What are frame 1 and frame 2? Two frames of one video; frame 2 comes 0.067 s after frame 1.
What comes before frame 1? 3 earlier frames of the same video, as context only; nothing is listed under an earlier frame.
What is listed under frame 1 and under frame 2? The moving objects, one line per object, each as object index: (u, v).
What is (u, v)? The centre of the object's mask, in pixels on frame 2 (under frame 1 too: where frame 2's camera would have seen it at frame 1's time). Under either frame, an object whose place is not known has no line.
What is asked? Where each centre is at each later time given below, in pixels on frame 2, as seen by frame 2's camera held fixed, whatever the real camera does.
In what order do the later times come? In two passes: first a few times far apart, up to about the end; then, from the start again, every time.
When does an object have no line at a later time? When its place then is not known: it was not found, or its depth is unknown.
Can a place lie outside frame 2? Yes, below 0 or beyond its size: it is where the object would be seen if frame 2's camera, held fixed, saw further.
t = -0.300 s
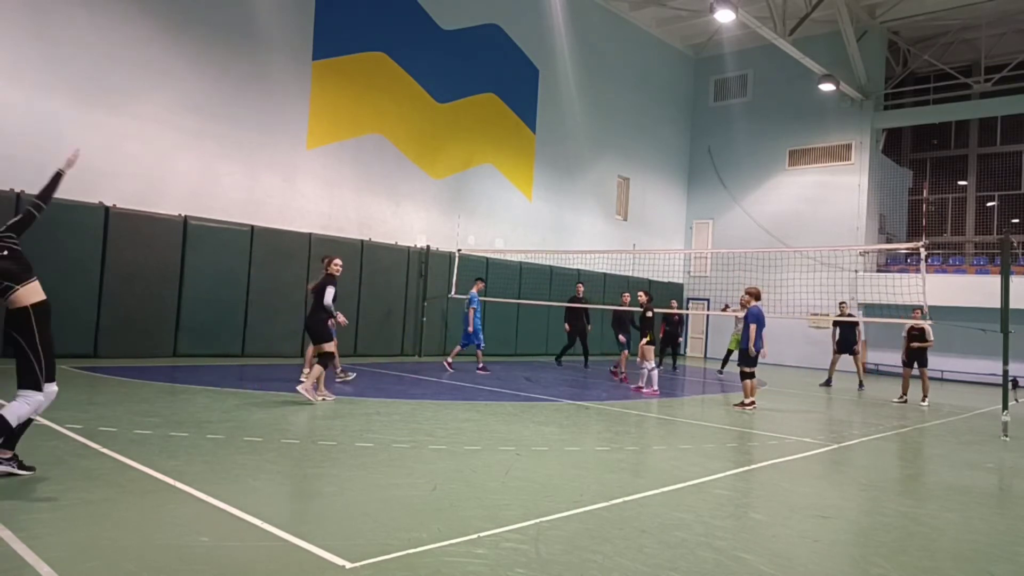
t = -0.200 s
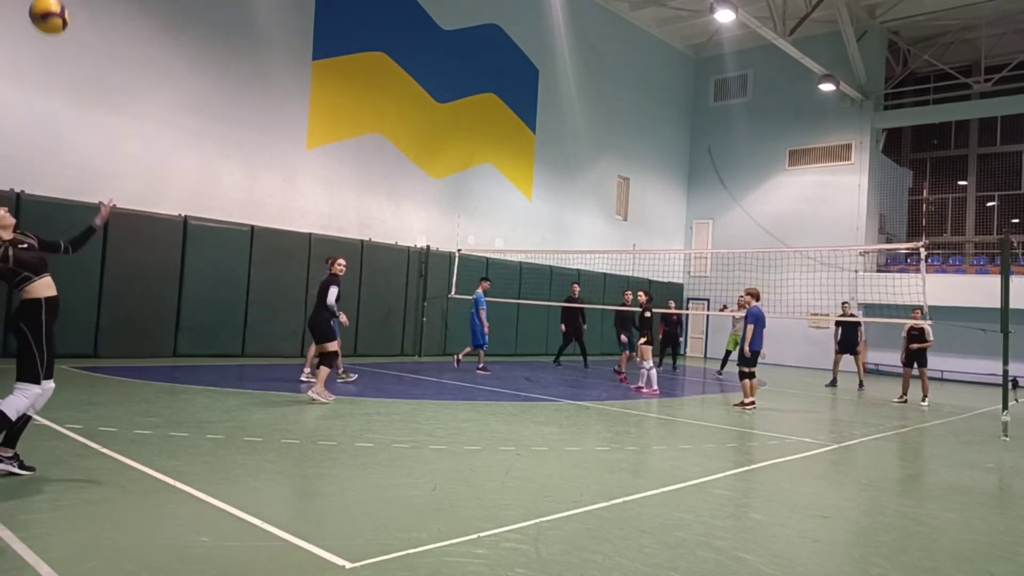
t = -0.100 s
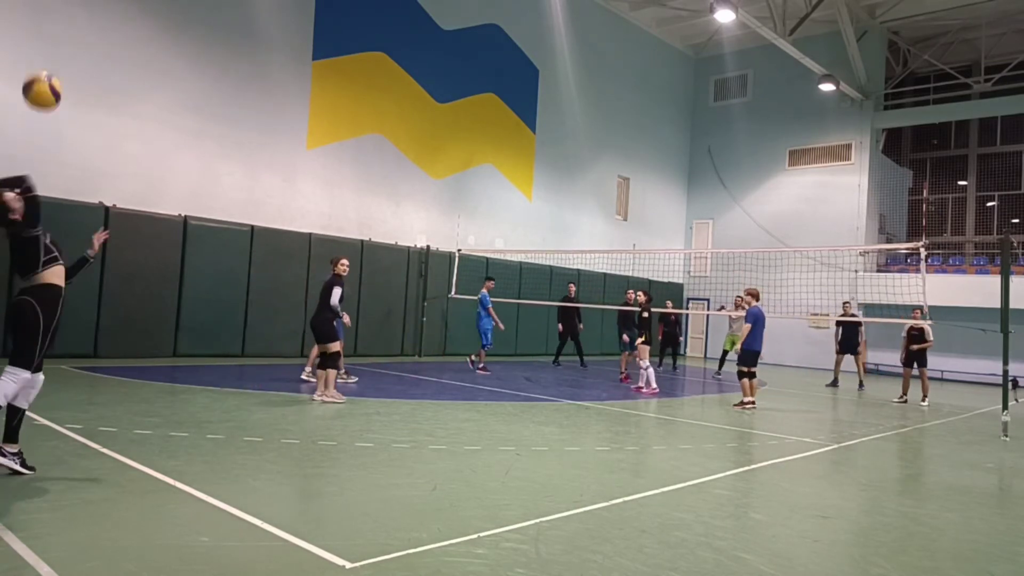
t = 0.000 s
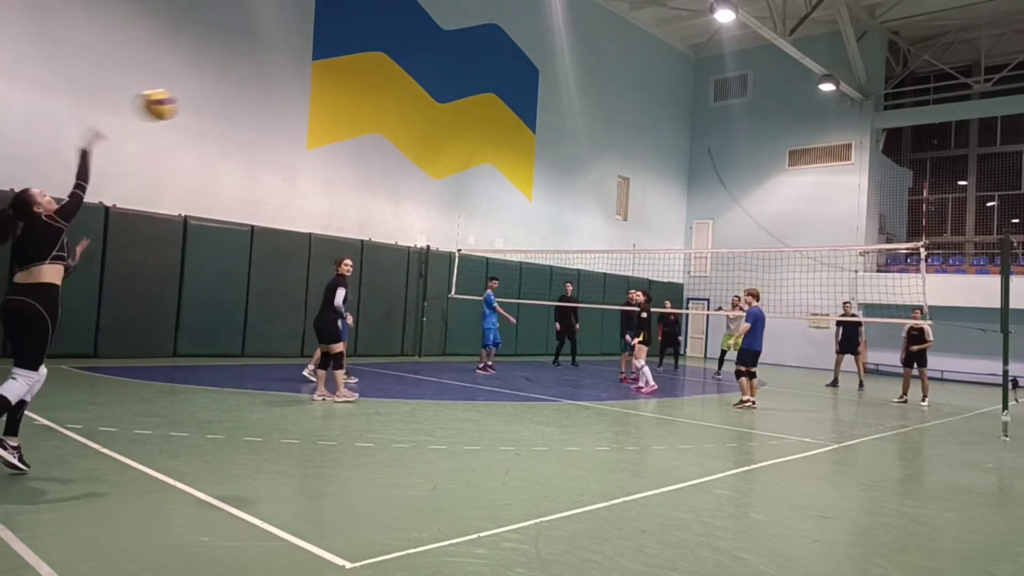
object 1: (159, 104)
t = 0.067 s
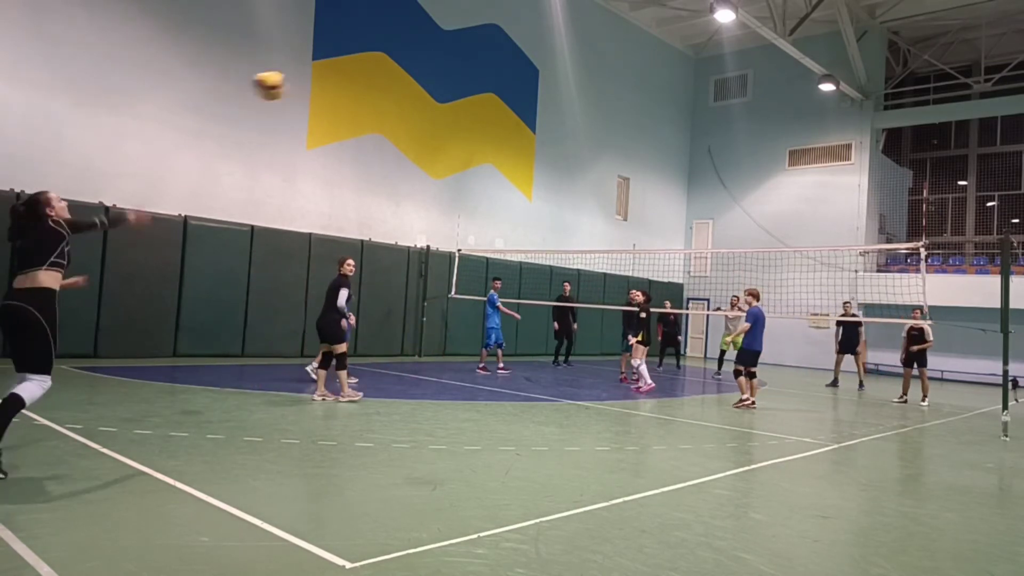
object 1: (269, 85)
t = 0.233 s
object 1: (465, 70)
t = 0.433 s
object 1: (608, 86)
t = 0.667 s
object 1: (703, 135)
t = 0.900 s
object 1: (763, 198)
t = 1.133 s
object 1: (804, 270)
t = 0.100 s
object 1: (318, 78)
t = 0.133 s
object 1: (361, 73)
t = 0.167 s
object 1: (399, 71)
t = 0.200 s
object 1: (434, 70)
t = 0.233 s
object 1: (465, 70)
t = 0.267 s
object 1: (494, 71)
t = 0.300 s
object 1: (521, 72)
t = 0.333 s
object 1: (546, 74)
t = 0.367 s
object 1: (568, 77)
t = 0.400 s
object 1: (589, 82)
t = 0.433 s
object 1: (608, 86)
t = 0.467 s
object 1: (626, 92)
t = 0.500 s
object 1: (641, 98)
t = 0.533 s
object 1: (656, 104)
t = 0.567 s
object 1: (669, 112)
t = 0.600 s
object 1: (681, 119)
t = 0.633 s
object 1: (693, 127)
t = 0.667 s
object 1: (703, 135)
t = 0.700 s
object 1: (714, 143)
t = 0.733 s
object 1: (723, 151)
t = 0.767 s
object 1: (733, 160)
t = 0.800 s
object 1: (741, 169)
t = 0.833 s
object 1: (749, 178)
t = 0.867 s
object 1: (756, 188)
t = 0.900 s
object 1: (763, 198)
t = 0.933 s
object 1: (769, 207)
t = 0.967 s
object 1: (776, 218)
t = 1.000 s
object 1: (782, 227)
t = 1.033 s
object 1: (788, 237)
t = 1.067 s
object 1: (794, 249)
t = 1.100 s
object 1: (799, 259)
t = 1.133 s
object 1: (804, 270)
